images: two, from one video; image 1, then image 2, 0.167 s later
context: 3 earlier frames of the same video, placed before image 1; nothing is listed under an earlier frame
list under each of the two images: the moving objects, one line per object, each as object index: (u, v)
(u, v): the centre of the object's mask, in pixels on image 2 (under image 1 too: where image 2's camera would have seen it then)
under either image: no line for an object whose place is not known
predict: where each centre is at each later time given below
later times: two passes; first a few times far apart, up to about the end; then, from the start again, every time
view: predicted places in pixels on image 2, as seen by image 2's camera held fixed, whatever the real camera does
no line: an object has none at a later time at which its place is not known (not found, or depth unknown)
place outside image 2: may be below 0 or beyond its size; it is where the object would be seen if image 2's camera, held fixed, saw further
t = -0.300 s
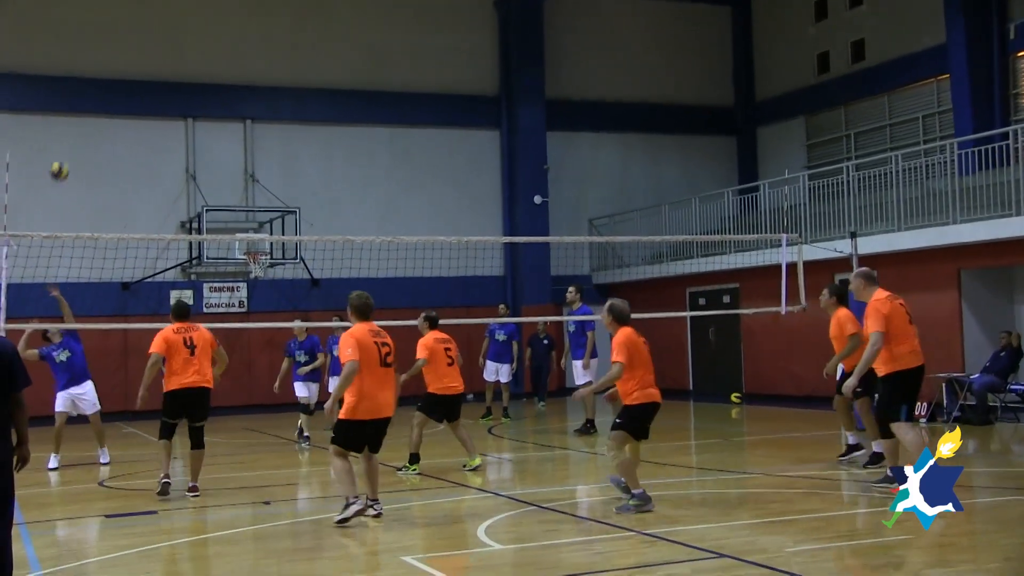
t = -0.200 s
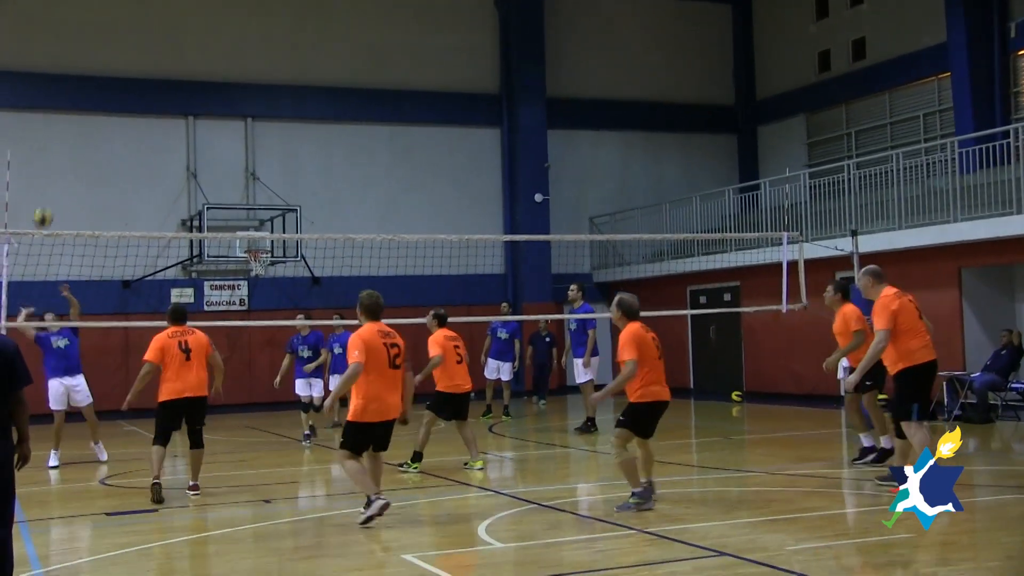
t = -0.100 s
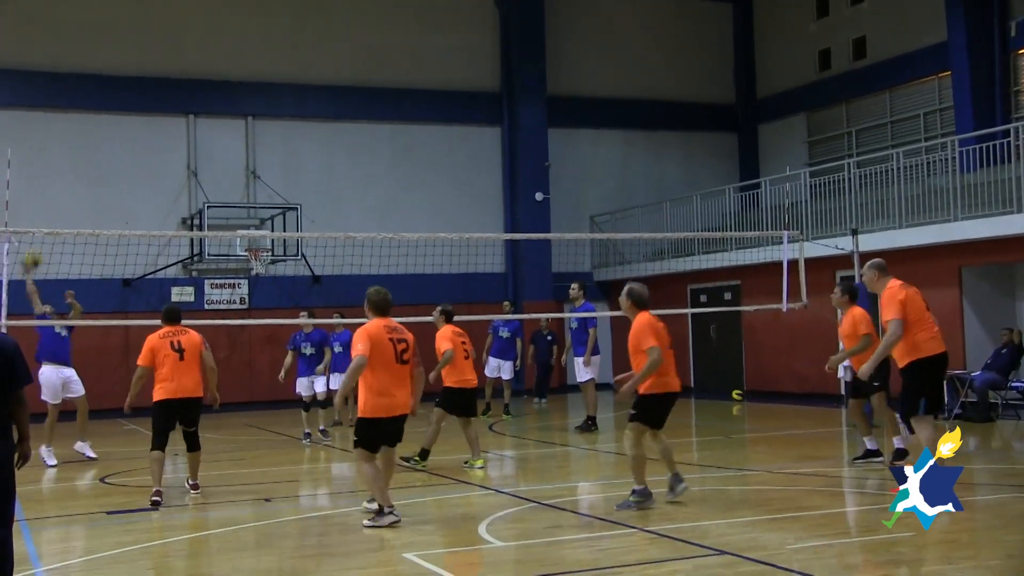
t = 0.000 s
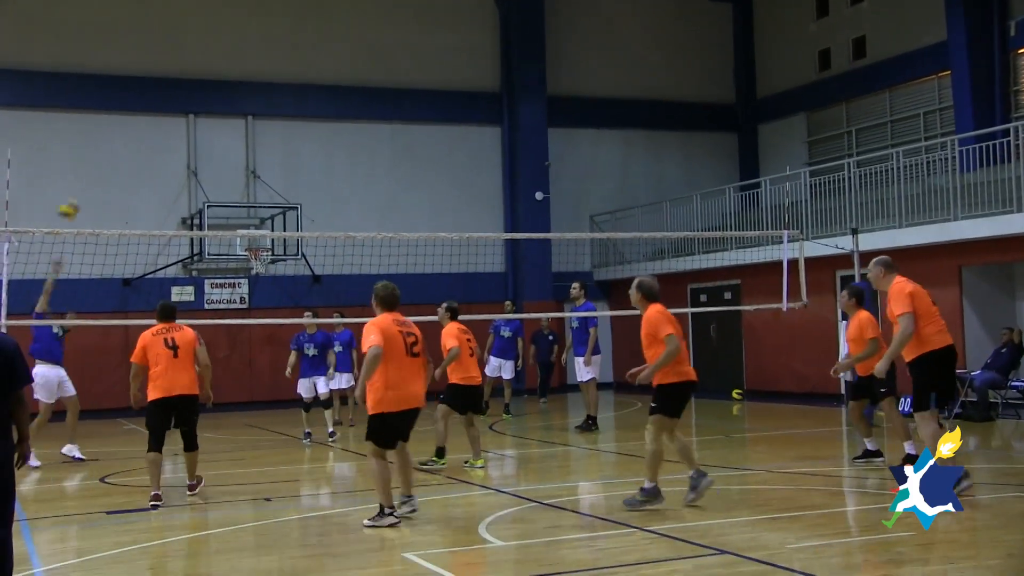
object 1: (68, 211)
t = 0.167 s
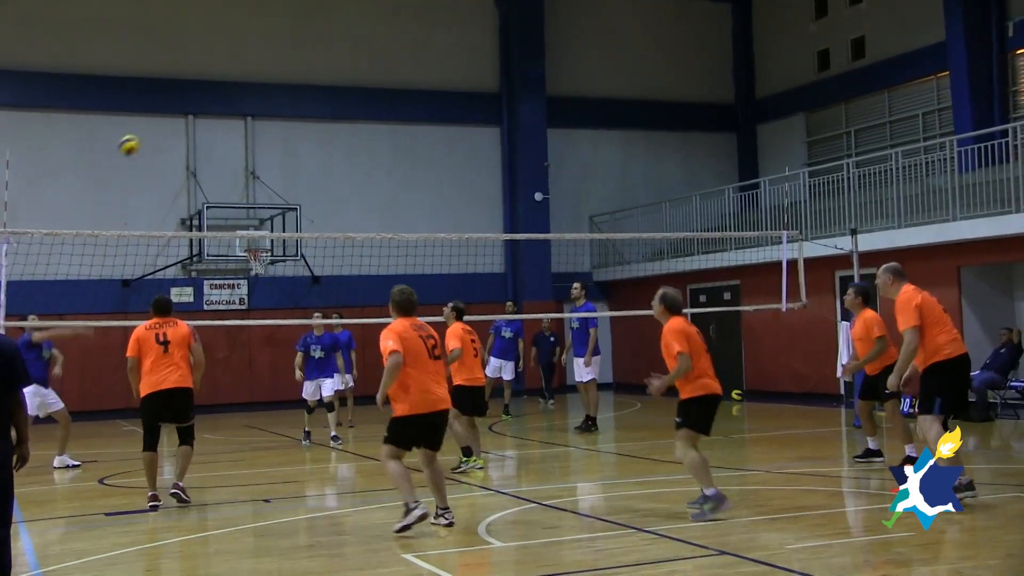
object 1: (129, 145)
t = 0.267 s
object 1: (167, 117)
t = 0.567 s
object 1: (291, 89)
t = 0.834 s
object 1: (410, 139)
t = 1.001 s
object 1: (493, 214)
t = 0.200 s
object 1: (141, 135)
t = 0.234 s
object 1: (155, 127)
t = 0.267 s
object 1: (167, 117)
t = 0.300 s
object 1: (181, 110)
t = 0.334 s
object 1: (194, 104)
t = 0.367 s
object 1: (208, 99)
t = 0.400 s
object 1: (220, 95)
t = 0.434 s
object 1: (234, 92)
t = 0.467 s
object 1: (248, 89)
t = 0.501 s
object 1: (262, 88)
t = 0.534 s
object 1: (277, 87)
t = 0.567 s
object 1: (291, 89)
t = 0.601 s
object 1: (305, 91)
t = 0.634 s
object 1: (320, 95)
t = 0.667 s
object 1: (334, 99)
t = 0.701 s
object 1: (349, 105)
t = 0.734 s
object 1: (364, 111)
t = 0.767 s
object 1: (379, 118)
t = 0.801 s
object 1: (394, 128)
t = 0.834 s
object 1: (410, 139)
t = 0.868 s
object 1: (427, 152)
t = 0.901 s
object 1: (442, 165)
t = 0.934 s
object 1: (458, 179)
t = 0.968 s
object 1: (475, 195)
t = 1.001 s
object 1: (493, 214)
